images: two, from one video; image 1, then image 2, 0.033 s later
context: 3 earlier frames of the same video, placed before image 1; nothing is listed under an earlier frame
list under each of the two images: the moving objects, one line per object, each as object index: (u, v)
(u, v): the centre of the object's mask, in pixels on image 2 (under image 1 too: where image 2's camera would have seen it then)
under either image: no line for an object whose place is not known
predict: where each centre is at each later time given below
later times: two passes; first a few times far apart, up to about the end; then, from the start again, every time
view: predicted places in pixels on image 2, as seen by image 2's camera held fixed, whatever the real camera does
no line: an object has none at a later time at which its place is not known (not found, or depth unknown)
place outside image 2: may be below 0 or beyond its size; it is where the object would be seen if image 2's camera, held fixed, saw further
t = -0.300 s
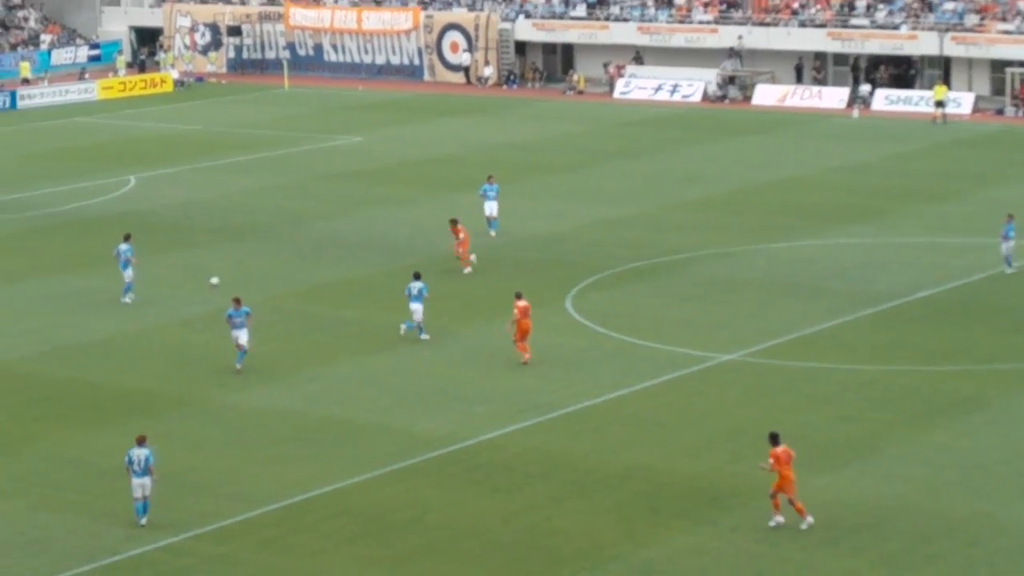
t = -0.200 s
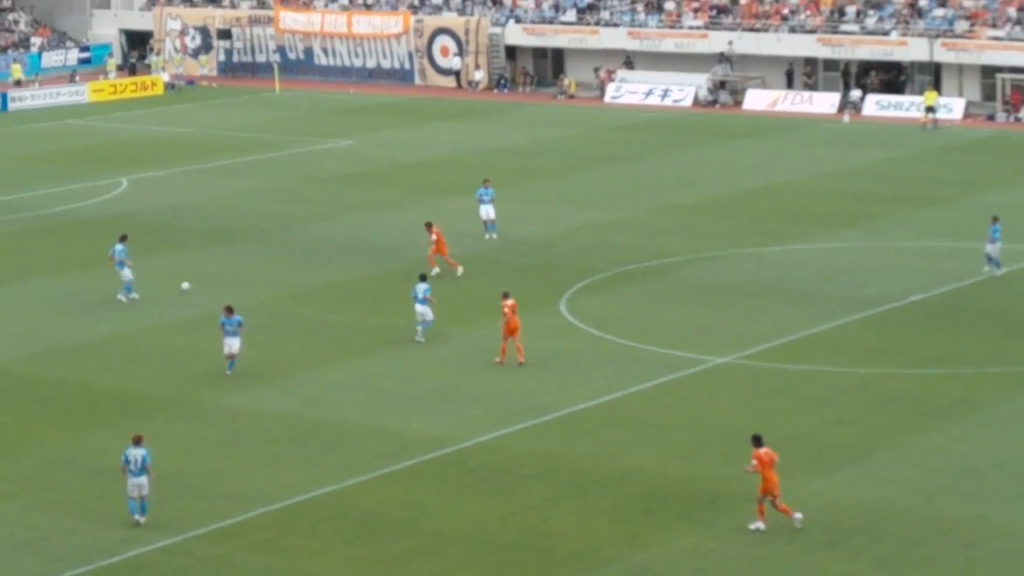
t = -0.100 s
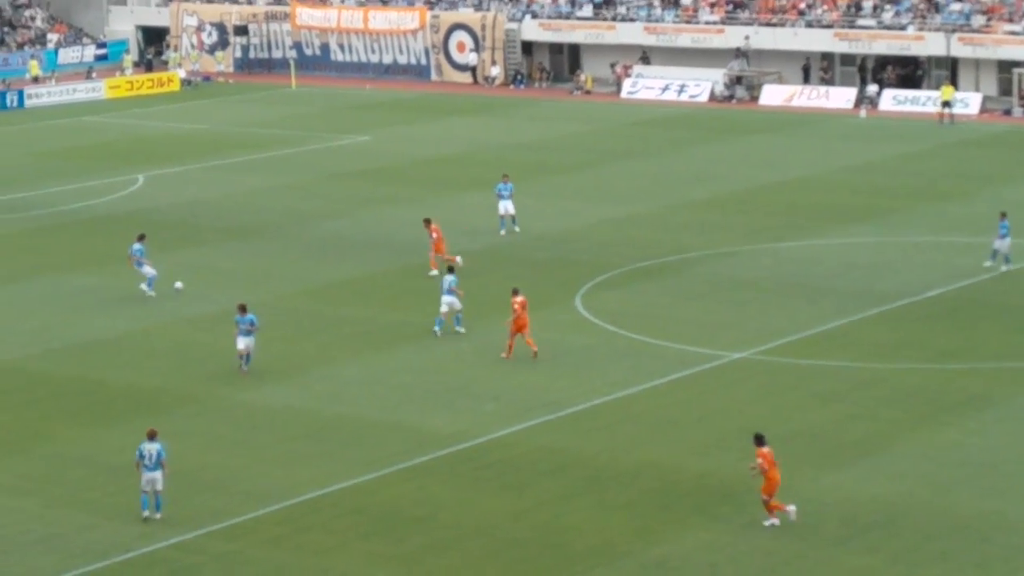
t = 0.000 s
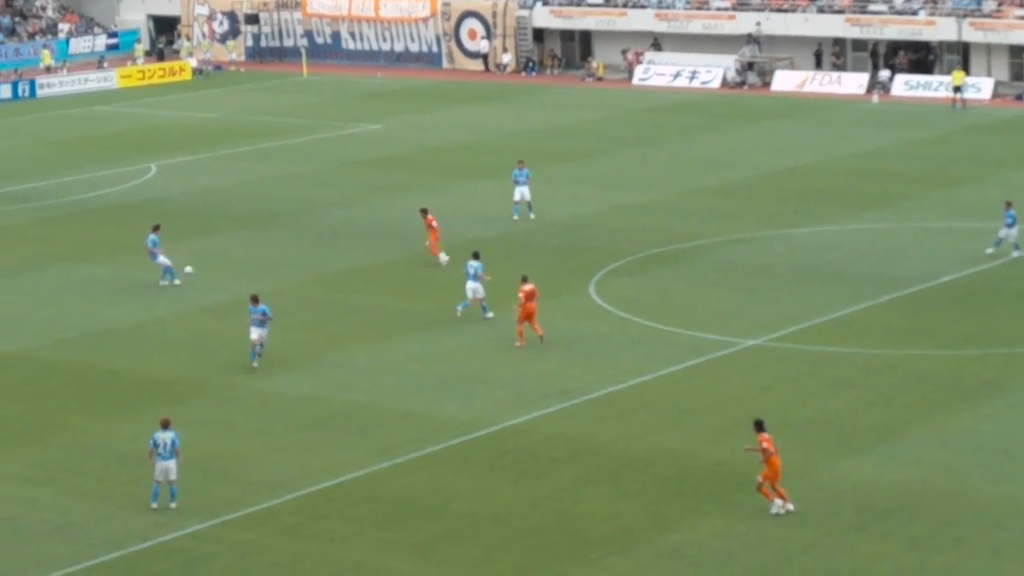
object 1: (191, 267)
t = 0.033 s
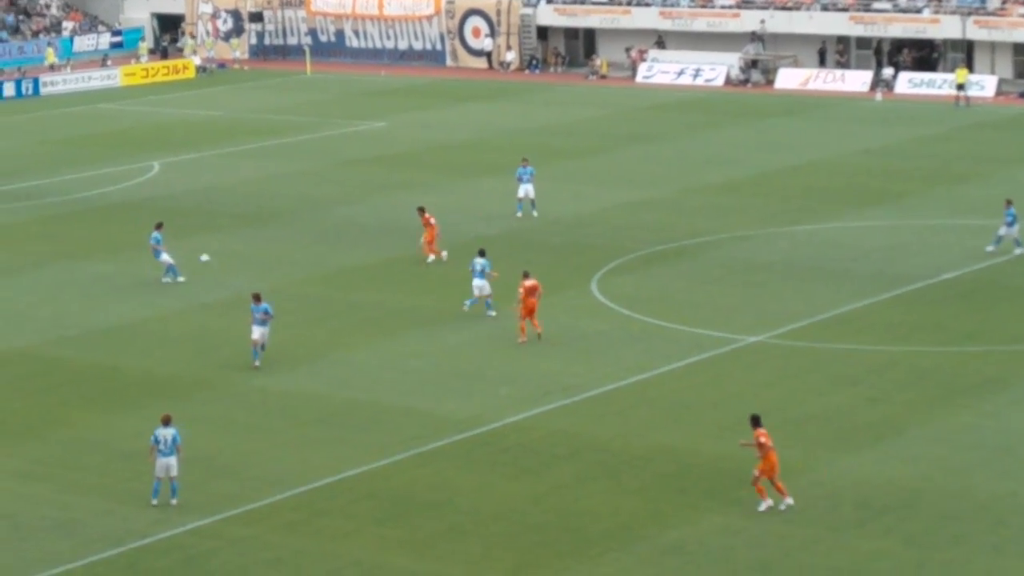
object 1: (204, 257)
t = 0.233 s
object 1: (284, 209)
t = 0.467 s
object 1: (368, 167)
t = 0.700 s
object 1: (443, 140)
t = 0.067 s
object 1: (217, 248)
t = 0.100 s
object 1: (231, 239)
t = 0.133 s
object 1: (245, 230)
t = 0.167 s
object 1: (259, 222)
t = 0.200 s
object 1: (272, 215)
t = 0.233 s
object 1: (284, 209)
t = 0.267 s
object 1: (297, 202)
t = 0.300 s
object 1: (310, 195)
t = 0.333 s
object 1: (322, 189)
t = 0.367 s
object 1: (334, 182)
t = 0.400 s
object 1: (346, 177)
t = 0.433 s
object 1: (357, 172)
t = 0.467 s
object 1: (368, 167)
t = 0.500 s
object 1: (379, 162)
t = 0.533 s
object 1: (391, 157)
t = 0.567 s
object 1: (402, 154)
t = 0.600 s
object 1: (413, 149)
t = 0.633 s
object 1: (423, 146)
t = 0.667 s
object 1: (433, 143)
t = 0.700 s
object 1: (443, 140)
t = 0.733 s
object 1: (452, 138)
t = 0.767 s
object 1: (464, 135)
